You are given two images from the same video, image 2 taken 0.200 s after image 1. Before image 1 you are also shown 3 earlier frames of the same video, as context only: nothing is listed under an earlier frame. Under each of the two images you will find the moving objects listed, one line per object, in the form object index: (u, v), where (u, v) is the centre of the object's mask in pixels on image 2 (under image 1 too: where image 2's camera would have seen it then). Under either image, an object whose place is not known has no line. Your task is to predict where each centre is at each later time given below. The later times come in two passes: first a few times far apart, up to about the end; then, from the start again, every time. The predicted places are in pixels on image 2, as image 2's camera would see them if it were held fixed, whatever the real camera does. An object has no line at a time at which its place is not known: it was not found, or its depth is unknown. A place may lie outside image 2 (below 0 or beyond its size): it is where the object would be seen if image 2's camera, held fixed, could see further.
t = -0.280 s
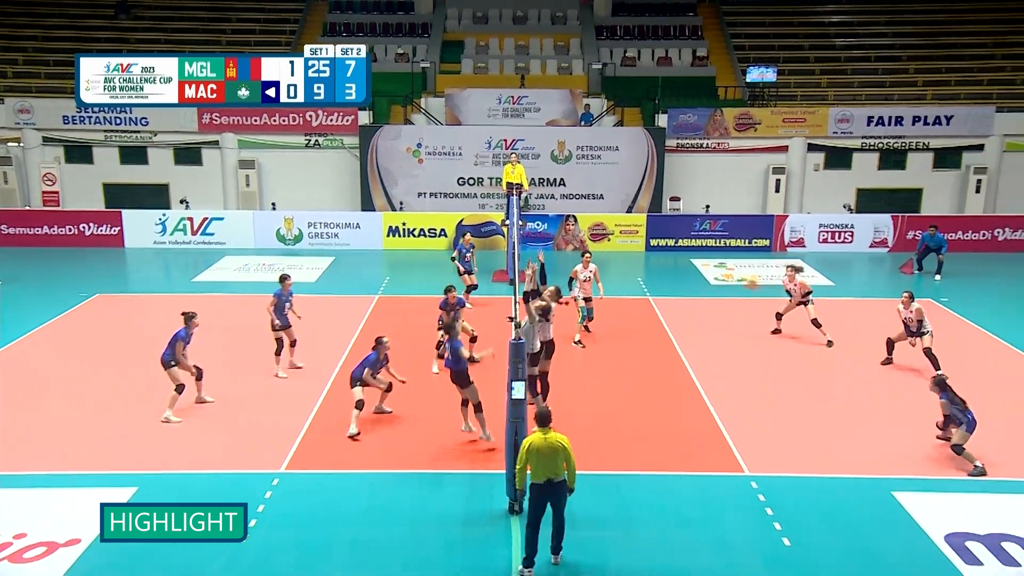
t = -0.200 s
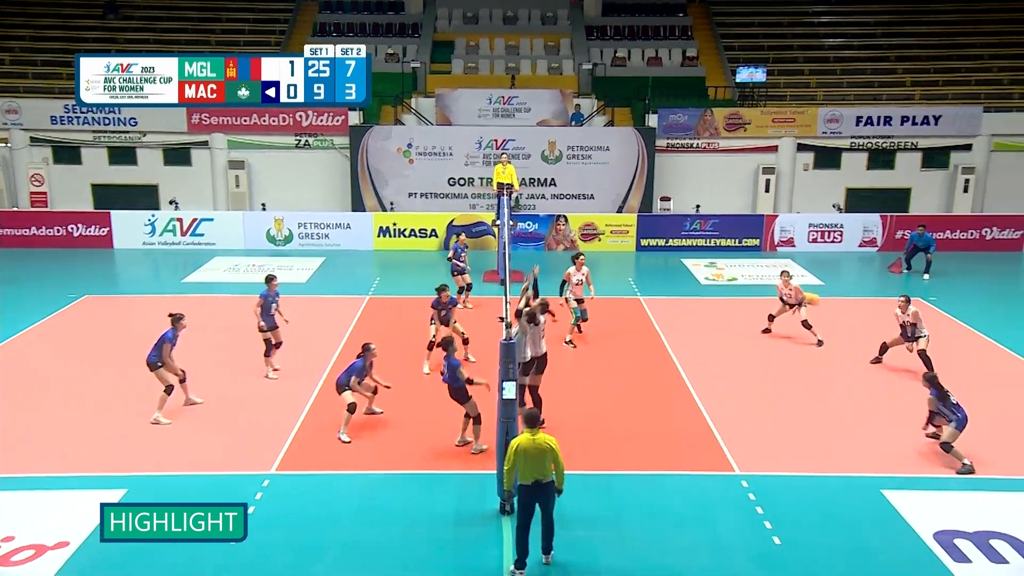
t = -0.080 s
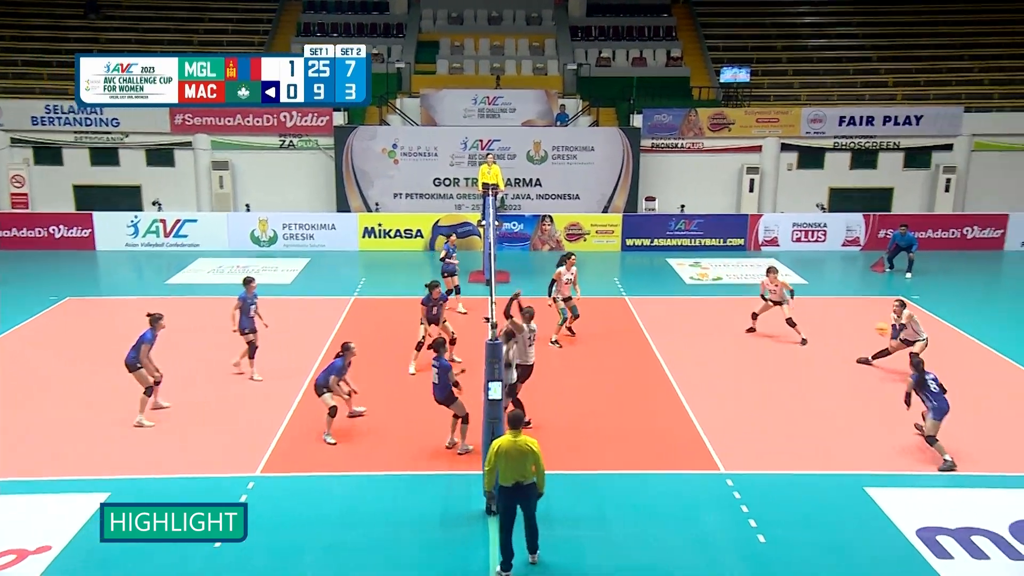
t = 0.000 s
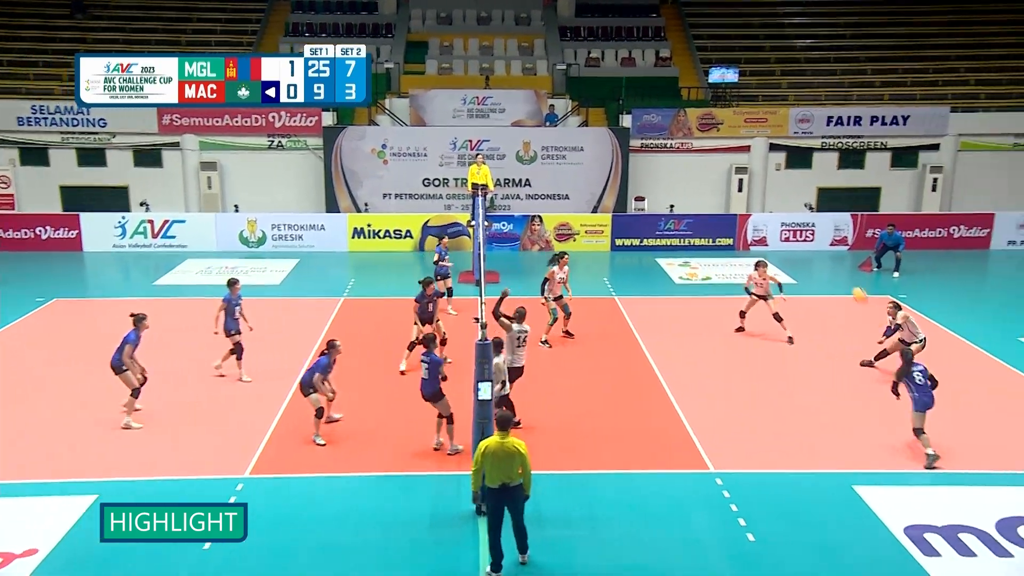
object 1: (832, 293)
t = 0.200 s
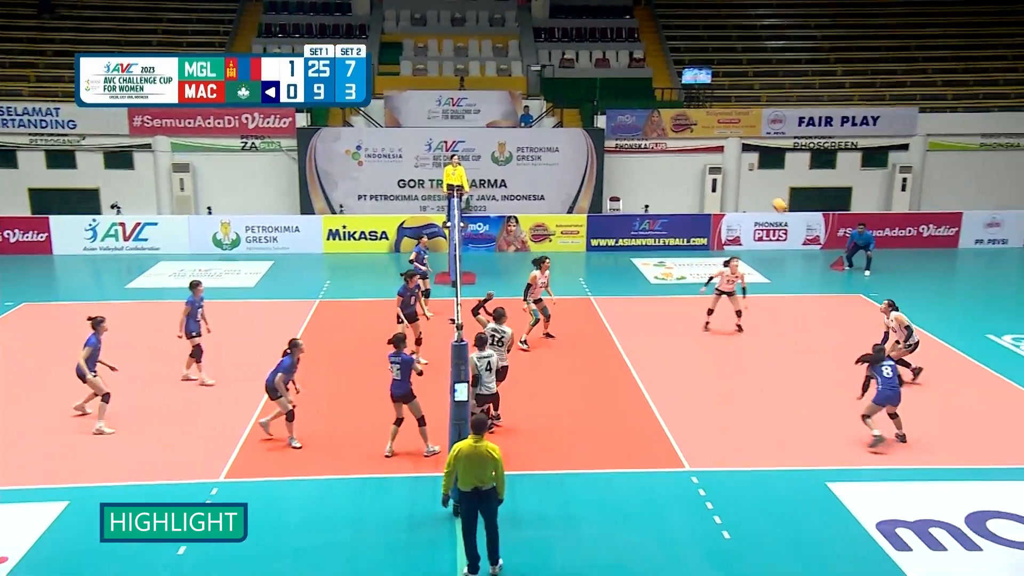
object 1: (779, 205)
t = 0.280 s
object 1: (758, 176)
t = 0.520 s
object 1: (695, 112)
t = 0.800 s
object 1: (625, 83)
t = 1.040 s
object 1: (568, 94)
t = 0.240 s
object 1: (769, 190)
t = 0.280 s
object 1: (758, 176)
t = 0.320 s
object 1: (747, 163)
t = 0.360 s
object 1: (736, 151)
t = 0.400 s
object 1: (726, 139)
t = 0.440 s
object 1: (715, 129)
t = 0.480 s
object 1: (705, 121)
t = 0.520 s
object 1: (695, 112)
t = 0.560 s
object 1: (685, 104)
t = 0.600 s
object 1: (675, 100)
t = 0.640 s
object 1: (665, 94)
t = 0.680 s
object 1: (654, 90)
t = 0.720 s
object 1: (645, 87)
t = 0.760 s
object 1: (635, 85)
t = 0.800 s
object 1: (625, 83)
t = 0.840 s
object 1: (615, 83)
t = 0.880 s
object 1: (606, 83)
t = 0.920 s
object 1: (596, 85)
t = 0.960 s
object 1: (587, 87)
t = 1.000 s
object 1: (577, 90)
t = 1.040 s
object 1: (568, 94)
